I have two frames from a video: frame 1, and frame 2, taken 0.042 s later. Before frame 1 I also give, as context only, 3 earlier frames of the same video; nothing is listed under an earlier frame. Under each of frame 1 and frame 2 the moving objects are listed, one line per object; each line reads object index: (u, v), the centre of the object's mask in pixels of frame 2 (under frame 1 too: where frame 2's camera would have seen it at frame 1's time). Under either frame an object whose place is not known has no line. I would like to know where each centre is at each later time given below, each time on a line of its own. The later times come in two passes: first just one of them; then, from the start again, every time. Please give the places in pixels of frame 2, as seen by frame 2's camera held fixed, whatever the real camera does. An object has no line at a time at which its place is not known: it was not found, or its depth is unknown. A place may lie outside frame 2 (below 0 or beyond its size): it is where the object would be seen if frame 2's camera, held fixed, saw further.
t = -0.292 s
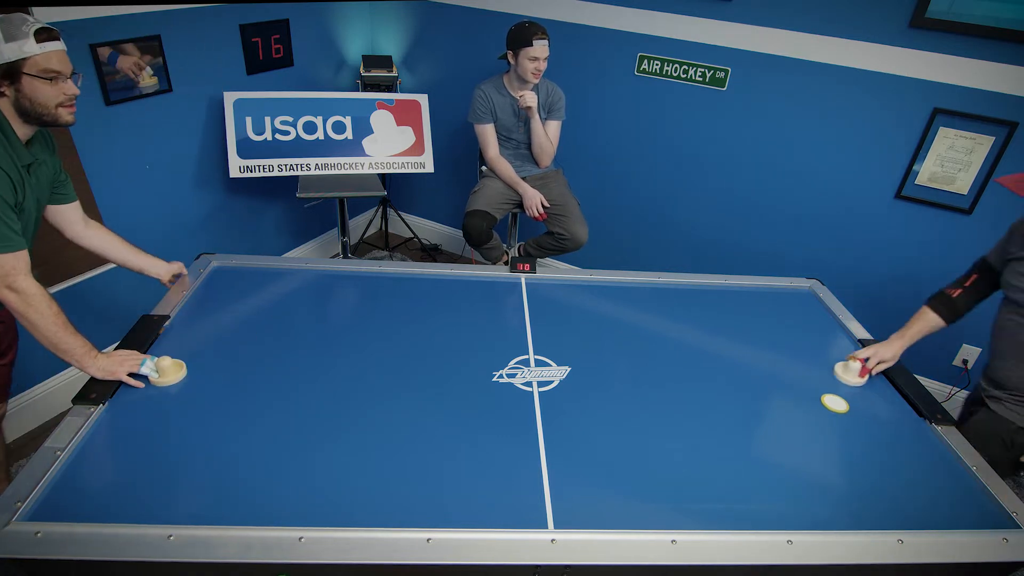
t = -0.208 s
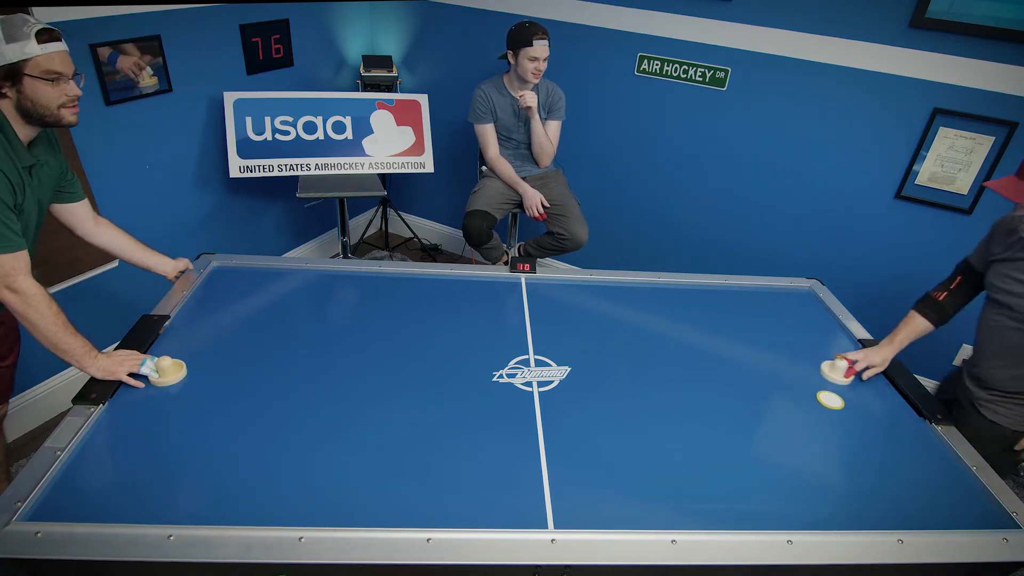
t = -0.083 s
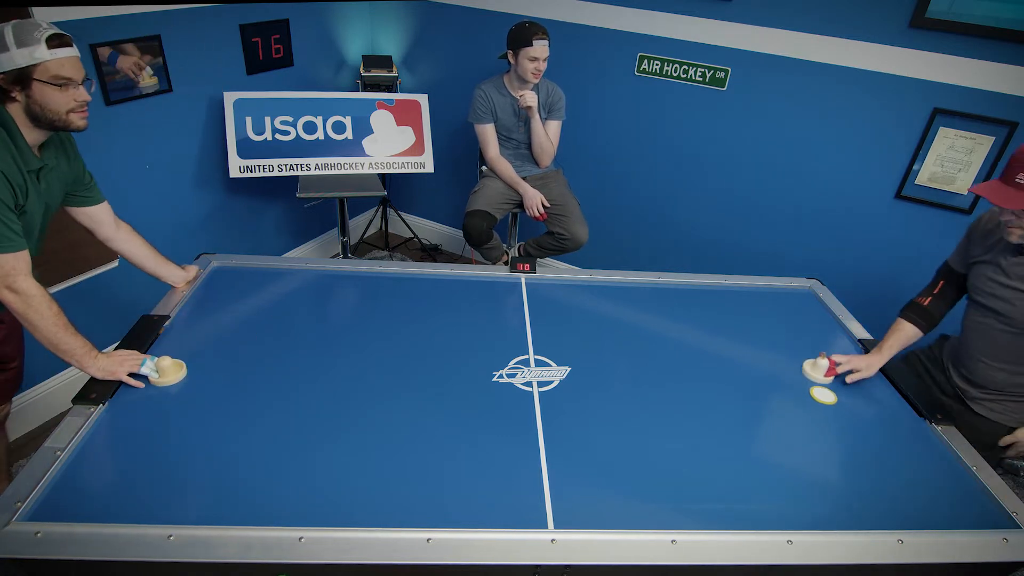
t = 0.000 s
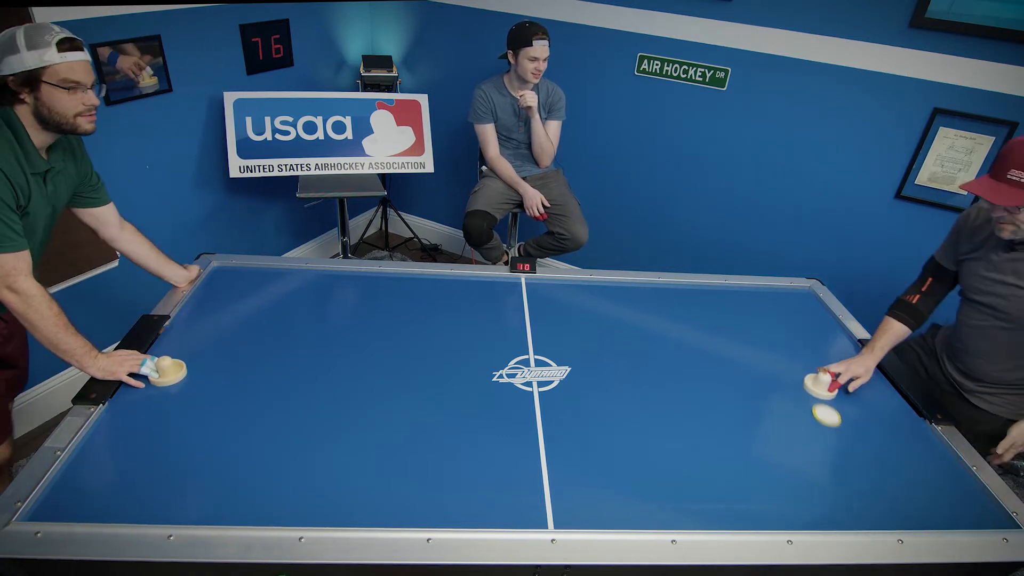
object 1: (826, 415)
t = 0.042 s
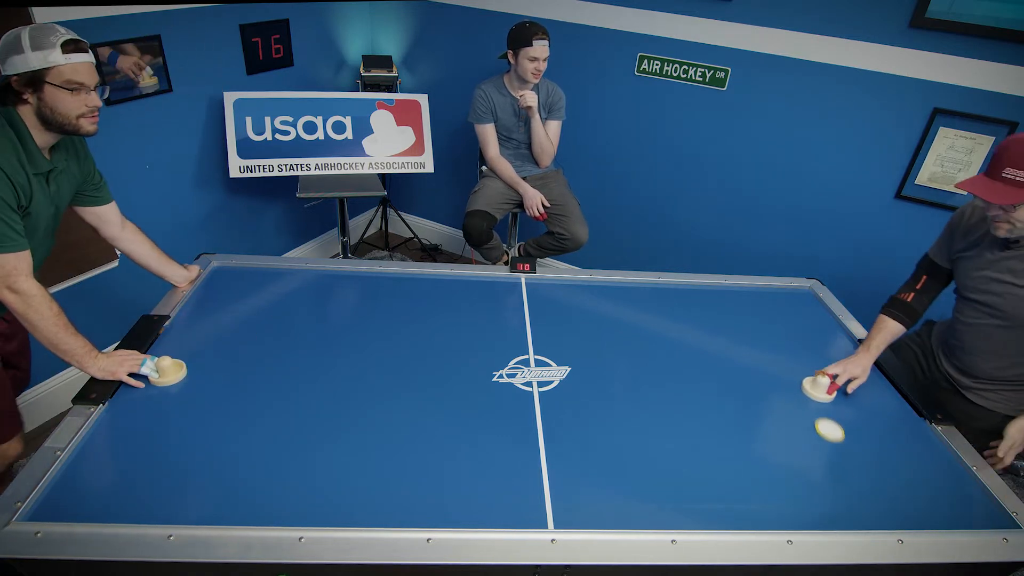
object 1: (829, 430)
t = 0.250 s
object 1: (846, 517)
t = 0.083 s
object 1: (833, 446)
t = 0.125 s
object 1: (836, 463)
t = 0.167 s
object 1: (840, 481)
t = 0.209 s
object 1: (844, 500)
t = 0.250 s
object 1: (846, 517)
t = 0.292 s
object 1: (832, 501)
